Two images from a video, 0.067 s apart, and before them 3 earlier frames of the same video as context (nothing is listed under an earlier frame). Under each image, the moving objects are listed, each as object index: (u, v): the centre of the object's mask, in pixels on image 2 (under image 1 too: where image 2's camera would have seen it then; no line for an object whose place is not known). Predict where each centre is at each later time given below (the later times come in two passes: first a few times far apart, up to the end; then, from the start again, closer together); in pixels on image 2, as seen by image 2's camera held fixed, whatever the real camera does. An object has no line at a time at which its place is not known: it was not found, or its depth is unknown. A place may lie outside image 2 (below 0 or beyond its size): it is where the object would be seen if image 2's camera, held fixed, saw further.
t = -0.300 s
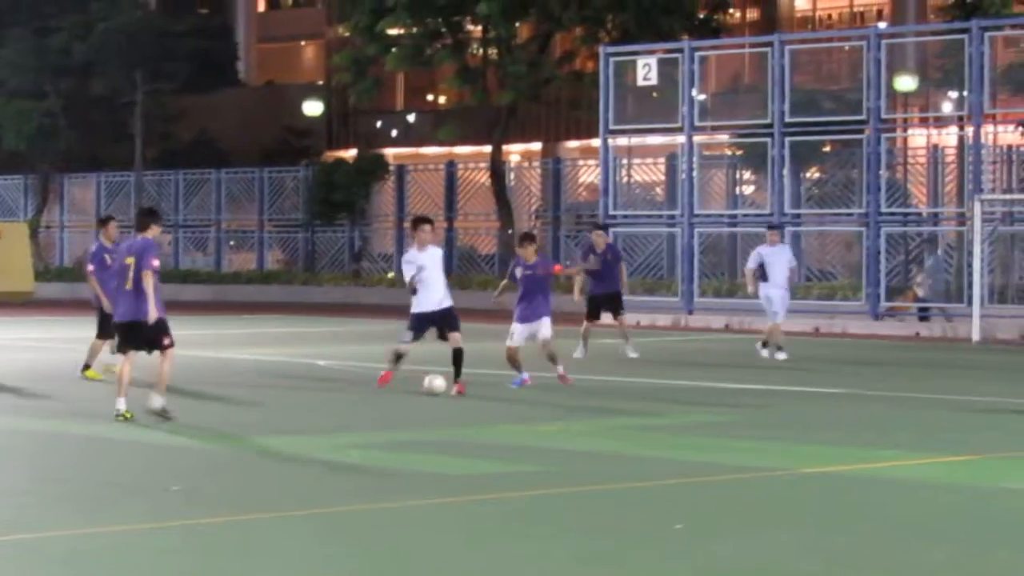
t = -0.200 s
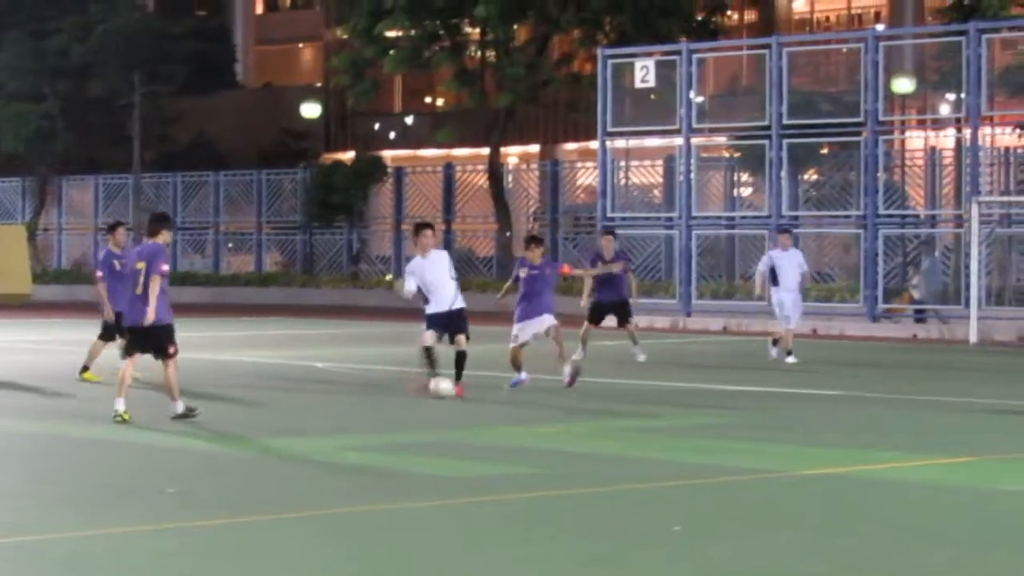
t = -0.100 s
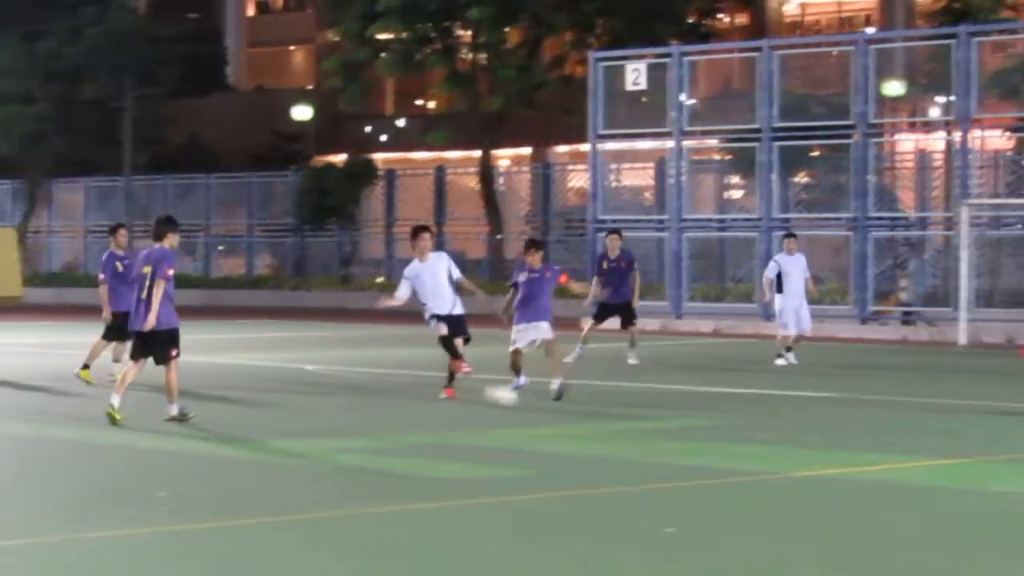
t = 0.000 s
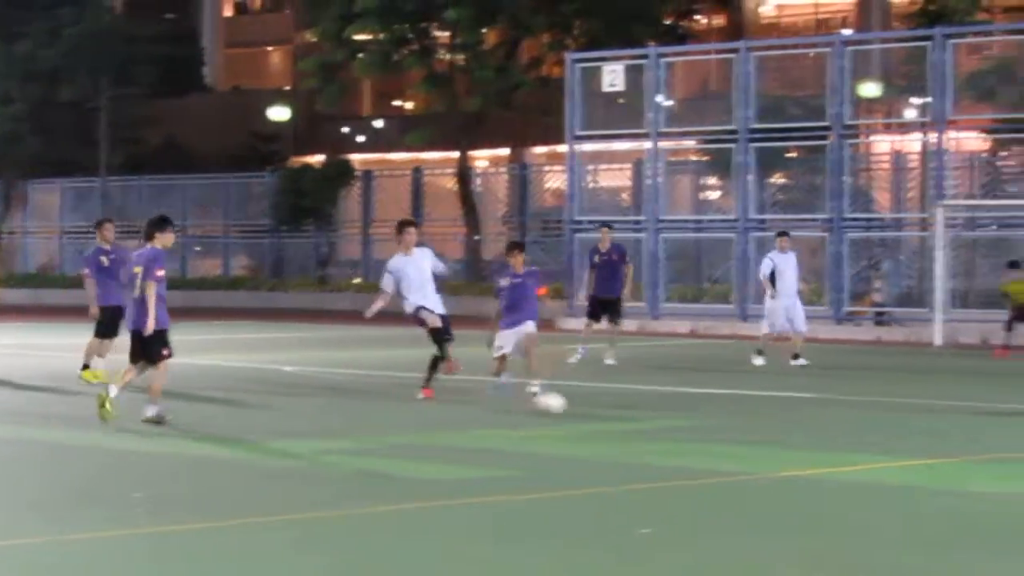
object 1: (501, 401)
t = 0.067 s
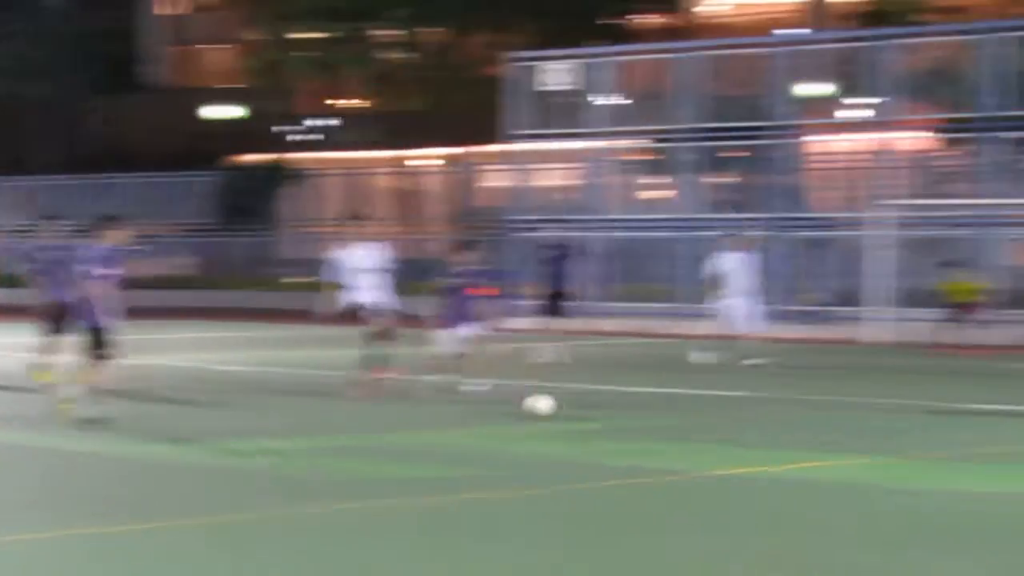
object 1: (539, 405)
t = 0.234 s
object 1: (655, 416)
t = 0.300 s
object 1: (700, 425)
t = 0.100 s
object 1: (563, 408)
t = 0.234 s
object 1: (655, 416)
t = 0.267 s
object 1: (678, 420)
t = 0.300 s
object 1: (700, 425)
